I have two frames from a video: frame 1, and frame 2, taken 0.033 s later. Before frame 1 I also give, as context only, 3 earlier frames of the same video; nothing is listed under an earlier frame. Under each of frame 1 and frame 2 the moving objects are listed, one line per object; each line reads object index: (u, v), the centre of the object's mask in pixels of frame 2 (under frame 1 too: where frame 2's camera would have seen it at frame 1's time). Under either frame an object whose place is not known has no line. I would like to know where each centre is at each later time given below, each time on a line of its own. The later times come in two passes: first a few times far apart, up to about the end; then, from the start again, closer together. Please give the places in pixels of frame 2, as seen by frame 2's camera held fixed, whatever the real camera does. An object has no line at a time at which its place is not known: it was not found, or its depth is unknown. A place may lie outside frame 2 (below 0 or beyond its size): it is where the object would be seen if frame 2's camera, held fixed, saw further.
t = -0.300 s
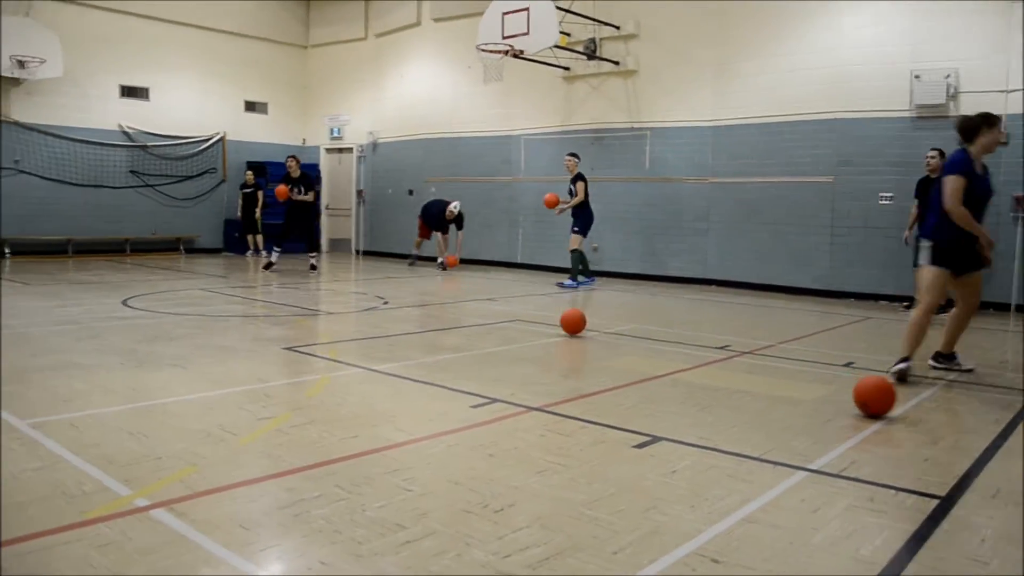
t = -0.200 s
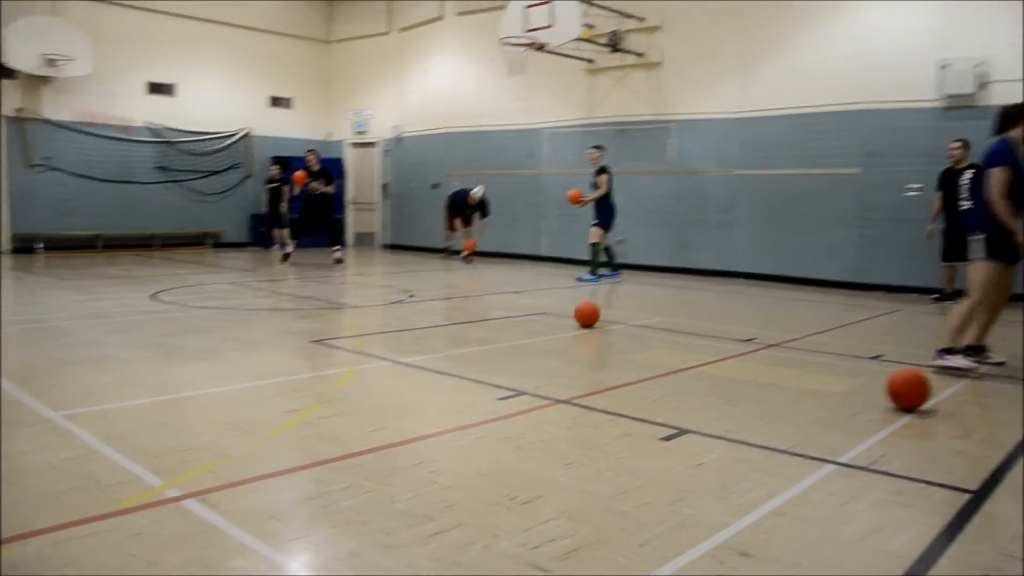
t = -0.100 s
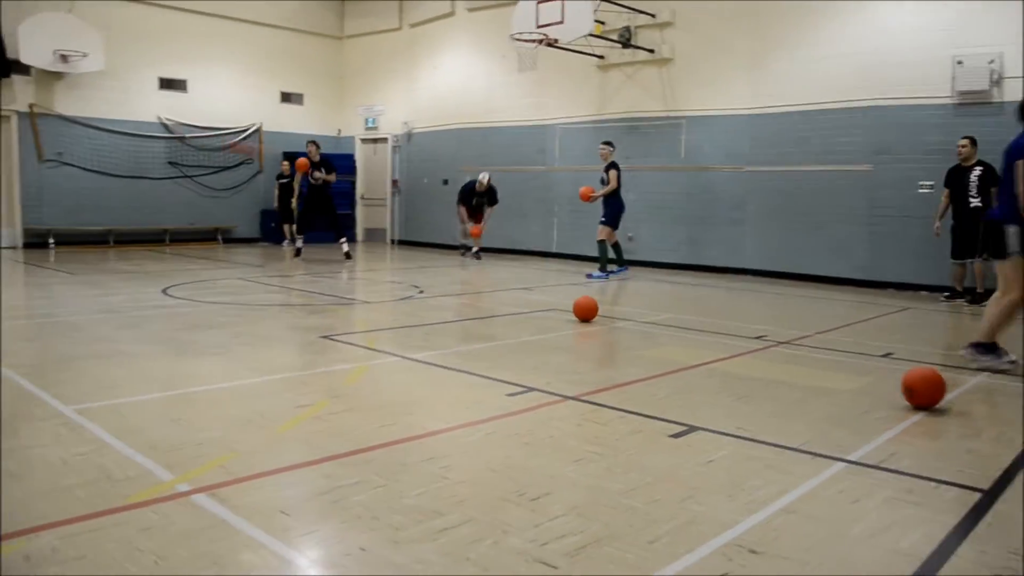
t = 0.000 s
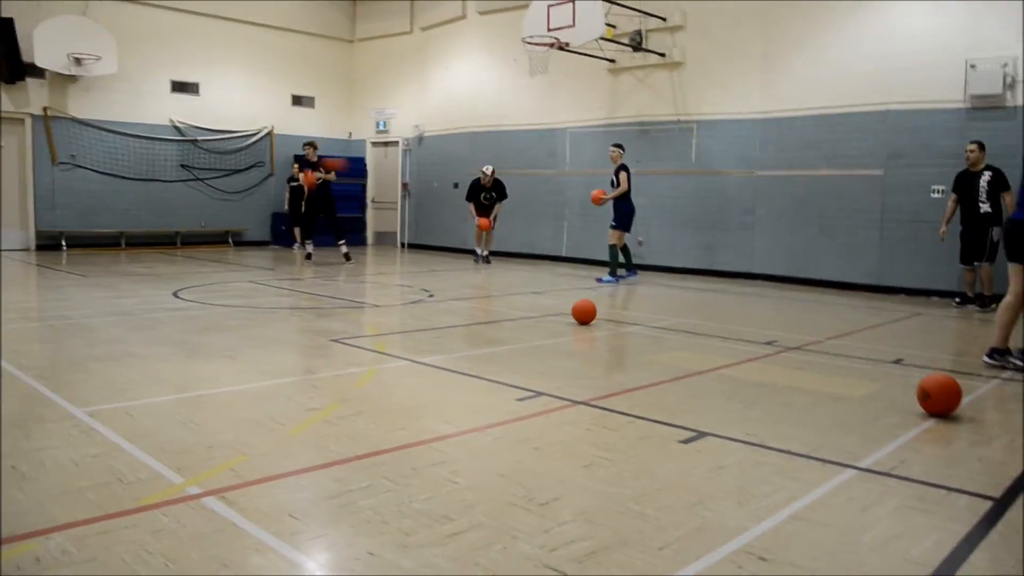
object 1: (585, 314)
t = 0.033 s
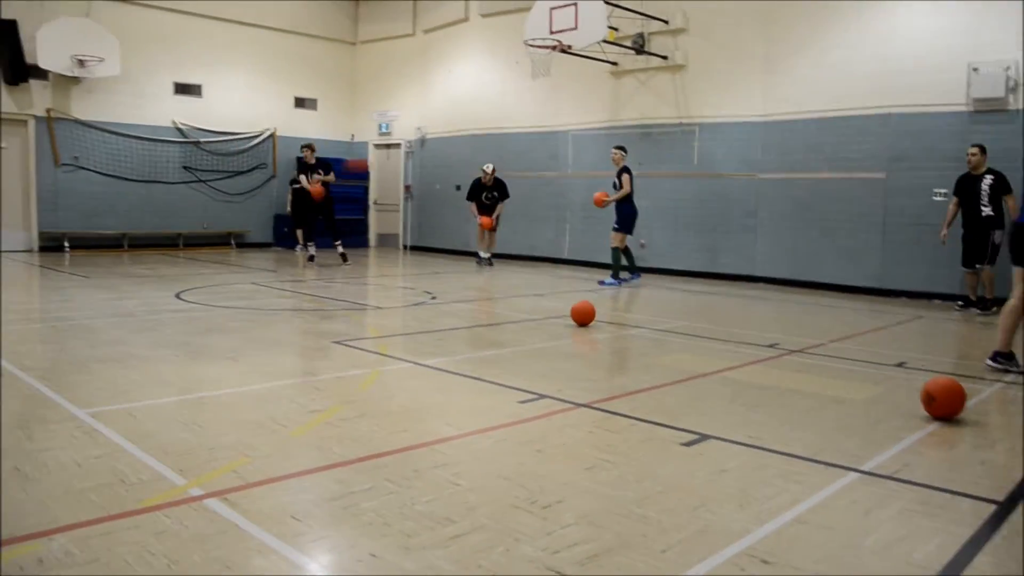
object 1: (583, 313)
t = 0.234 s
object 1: (565, 310)
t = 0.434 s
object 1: (550, 307)
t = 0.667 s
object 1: (532, 304)
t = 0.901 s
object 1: (516, 301)
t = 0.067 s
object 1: (580, 313)
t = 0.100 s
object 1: (577, 312)
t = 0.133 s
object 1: (574, 312)
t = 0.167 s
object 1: (571, 311)
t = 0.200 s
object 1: (568, 310)
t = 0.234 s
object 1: (565, 310)
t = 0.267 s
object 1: (563, 309)
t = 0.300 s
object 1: (560, 309)
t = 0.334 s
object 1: (558, 309)
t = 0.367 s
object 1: (556, 308)
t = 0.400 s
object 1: (554, 308)
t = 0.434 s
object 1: (550, 307)
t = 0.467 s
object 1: (547, 307)
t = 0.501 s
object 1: (545, 307)
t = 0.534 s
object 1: (542, 305)
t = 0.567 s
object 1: (540, 305)
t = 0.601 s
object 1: (537, 305)
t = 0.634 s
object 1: (535, 304)
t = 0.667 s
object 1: (532, 304)
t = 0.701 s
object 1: (530, 303)
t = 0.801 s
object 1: (523, 302)
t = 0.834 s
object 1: (521, 301)
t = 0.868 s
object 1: (519, 301)
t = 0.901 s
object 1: (516, 301)
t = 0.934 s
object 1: (514, 300)
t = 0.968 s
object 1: (512, 300)
